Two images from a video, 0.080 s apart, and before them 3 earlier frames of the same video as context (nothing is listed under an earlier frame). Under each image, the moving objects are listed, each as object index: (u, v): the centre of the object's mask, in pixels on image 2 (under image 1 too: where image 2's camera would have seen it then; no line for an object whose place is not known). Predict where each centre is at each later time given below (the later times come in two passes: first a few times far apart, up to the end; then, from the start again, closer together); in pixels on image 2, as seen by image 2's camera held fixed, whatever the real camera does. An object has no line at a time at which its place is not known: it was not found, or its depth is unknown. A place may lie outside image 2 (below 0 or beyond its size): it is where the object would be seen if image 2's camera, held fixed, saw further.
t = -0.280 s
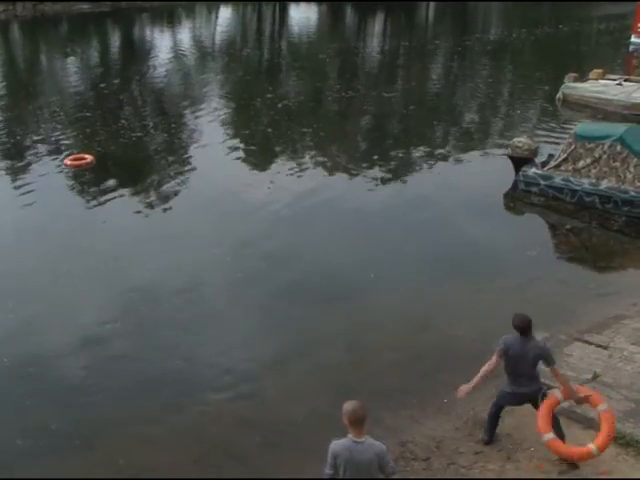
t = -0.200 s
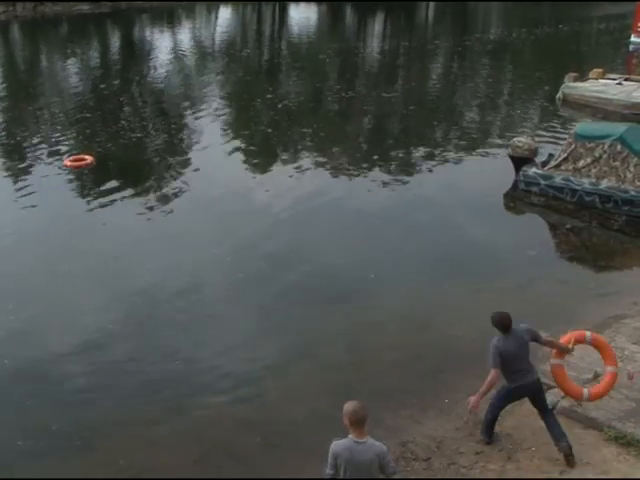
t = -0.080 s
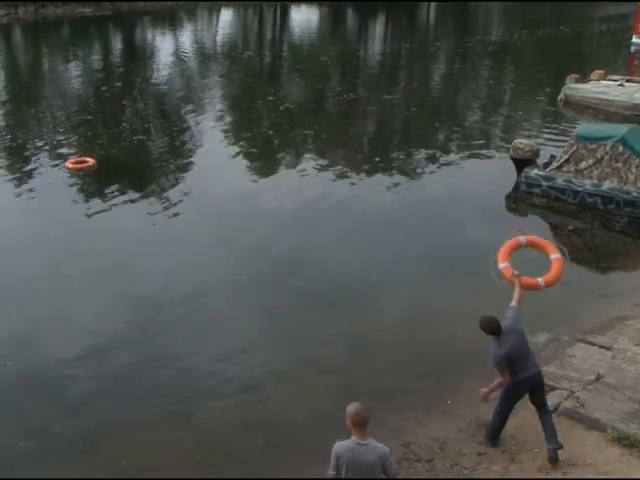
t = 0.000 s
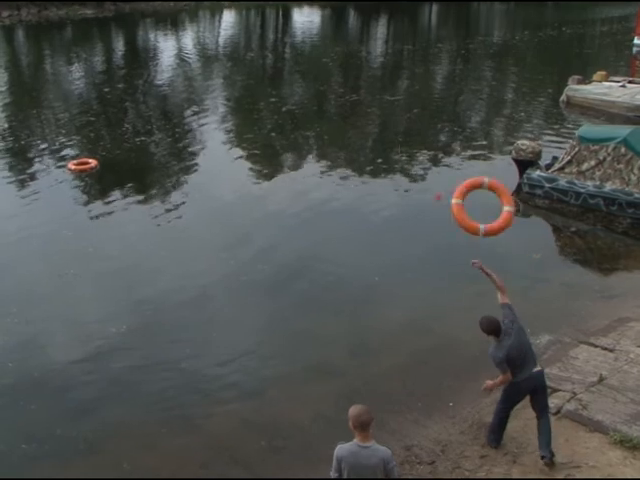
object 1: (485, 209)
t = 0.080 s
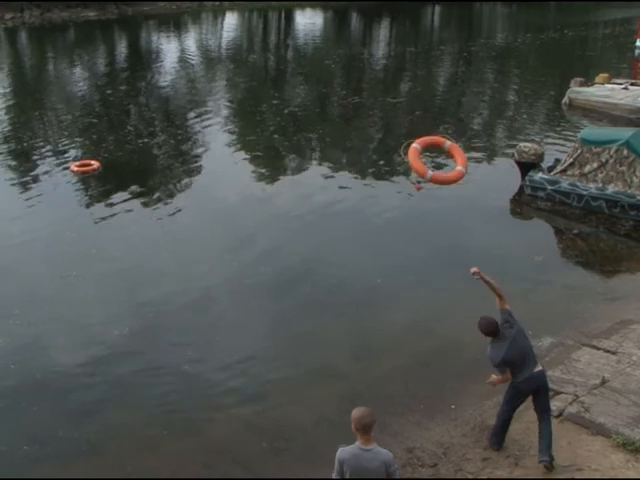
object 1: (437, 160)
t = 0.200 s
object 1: (373, 105)
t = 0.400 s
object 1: (284, 51)
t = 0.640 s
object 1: (201, 31)
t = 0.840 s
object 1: (150, 40)
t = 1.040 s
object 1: (109, 63)
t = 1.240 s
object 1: (77, 98)
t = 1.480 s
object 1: (47, 148)
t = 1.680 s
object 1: (37, 165)
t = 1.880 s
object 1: (36, 163)
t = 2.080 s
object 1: (33, 161)
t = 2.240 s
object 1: (30, 160)
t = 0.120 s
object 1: (415, 139)
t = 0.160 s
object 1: (393, 121)
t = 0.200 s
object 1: (373, 105)
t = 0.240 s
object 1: (352, 91)
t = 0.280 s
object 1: (334, 79)
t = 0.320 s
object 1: (317, 68)
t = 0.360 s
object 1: (300, 59)
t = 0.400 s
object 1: (284, 51)
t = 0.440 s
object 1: (269, 44)
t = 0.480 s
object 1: (254, 40)
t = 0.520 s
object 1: (241, 36)
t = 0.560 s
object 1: (228, 33)
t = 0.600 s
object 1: (214, 32)
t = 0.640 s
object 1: (201, 31)
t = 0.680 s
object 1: (190, 31)
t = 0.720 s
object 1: (179, 32)
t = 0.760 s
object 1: (169, 34)
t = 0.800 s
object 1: (159, 37)
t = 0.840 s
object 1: (150, 40)
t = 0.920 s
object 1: (132, 47)
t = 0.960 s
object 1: (125, 53)
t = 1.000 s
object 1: (118, 58)
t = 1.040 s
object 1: (109, 63)
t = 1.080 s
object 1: (102, 69)
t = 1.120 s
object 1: (95, 76)
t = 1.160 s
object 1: (89, 83)
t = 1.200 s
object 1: (83, 91)
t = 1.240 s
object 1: (77, 98)
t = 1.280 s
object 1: (72, 105)
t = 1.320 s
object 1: (66, 114)
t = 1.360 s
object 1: (62, 122)
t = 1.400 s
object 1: (57, 130)
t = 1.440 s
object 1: (52, 139)
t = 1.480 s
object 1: (47, 148)
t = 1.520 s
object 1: (43, 157)
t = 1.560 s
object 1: (41, 161)
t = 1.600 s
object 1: (38, 164)
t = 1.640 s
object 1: (36, 165)
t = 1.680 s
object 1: (37, 165)
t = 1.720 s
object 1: (37, 165)
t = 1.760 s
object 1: (34, 166)
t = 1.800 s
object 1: (34, 165)
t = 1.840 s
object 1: (33, 164)
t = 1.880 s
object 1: (36, 163)
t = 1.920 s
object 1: (34, 161)
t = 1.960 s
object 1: (34, 162)
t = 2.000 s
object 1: (33, 161)
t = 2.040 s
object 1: (33, 161)
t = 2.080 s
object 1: (33, 161)
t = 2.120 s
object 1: (32, 161)
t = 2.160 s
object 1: (32, 161)
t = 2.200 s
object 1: (30, 160)
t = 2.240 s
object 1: (30, 160)
